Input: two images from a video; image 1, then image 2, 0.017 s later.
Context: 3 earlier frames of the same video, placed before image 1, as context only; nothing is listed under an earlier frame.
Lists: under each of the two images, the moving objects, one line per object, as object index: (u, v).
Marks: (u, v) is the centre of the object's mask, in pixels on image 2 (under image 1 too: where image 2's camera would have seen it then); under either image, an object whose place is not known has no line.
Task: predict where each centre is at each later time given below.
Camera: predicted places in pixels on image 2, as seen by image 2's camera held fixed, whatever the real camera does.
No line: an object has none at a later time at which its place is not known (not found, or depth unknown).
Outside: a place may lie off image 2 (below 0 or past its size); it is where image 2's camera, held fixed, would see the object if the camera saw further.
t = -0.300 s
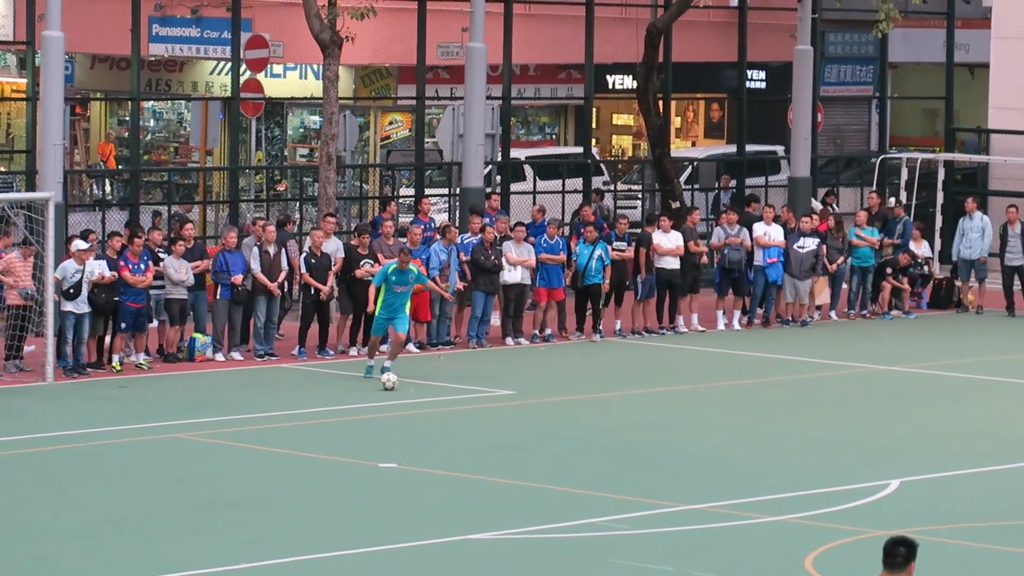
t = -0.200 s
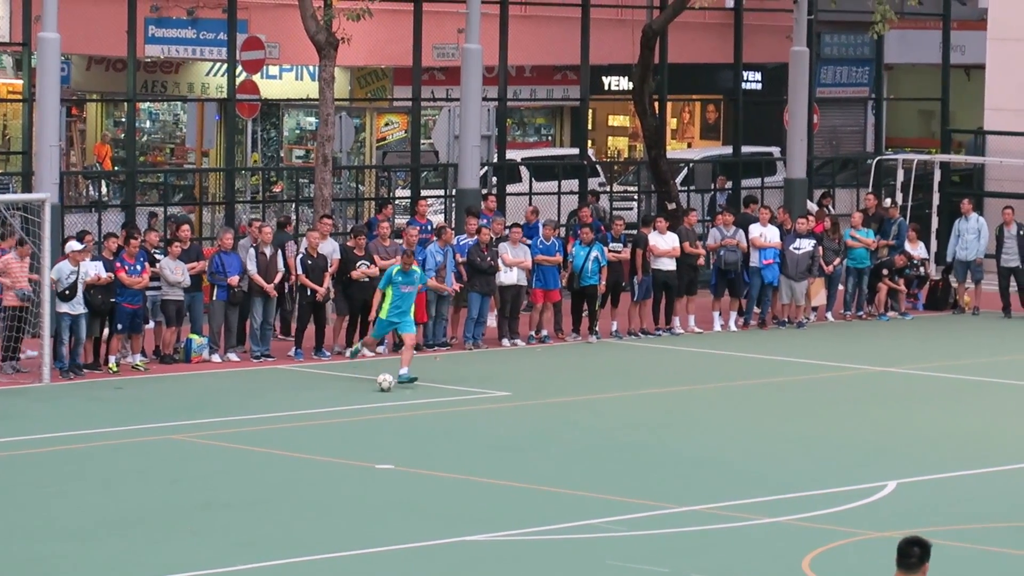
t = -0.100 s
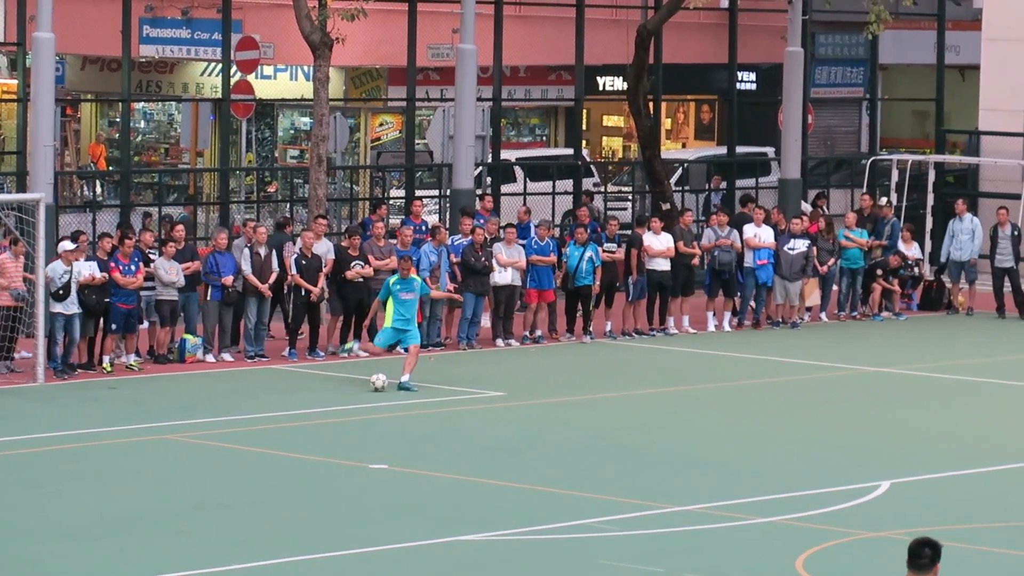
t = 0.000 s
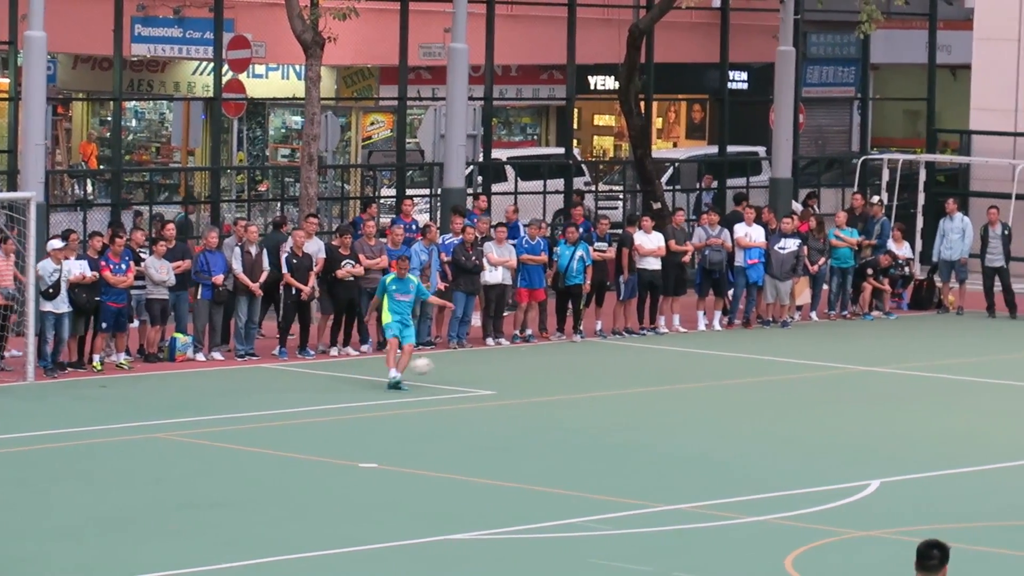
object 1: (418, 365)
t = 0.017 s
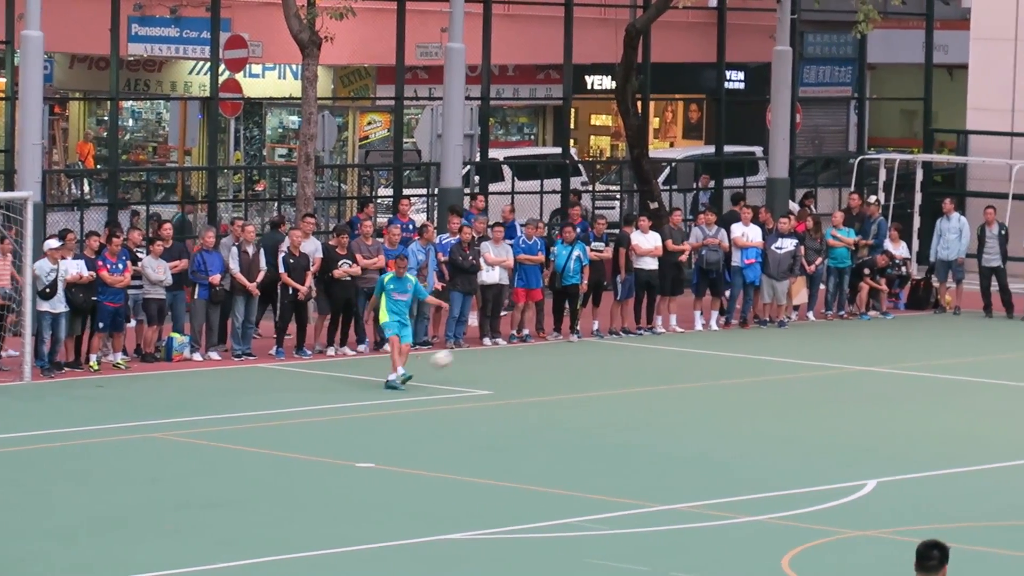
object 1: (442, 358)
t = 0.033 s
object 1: (466, 353)
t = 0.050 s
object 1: (490, 347)
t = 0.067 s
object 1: (513, 341)
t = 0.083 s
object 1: (536, 335)
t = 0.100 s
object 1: (560, 330)
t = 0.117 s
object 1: (584, 325)
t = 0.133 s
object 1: (608, 319)
